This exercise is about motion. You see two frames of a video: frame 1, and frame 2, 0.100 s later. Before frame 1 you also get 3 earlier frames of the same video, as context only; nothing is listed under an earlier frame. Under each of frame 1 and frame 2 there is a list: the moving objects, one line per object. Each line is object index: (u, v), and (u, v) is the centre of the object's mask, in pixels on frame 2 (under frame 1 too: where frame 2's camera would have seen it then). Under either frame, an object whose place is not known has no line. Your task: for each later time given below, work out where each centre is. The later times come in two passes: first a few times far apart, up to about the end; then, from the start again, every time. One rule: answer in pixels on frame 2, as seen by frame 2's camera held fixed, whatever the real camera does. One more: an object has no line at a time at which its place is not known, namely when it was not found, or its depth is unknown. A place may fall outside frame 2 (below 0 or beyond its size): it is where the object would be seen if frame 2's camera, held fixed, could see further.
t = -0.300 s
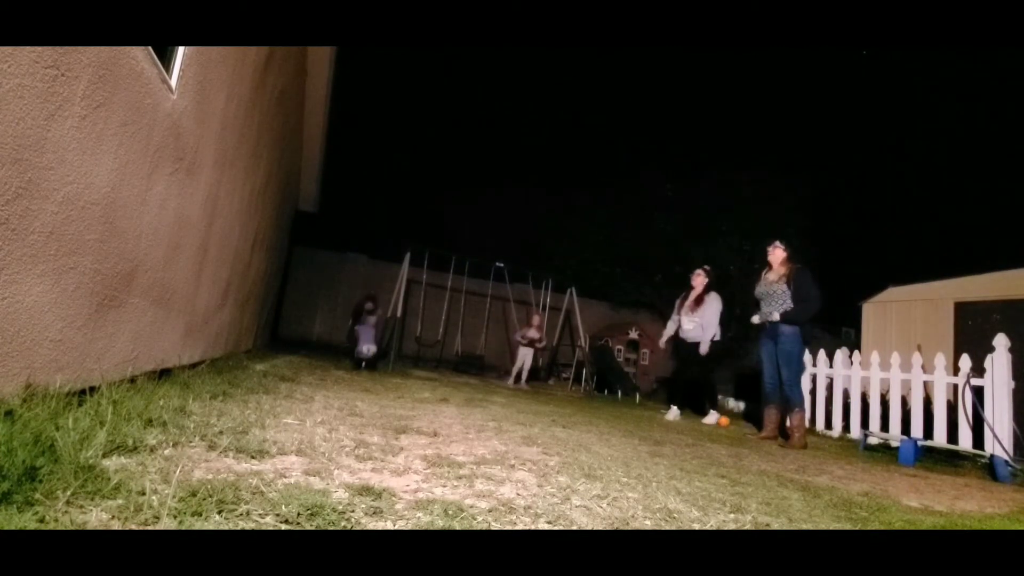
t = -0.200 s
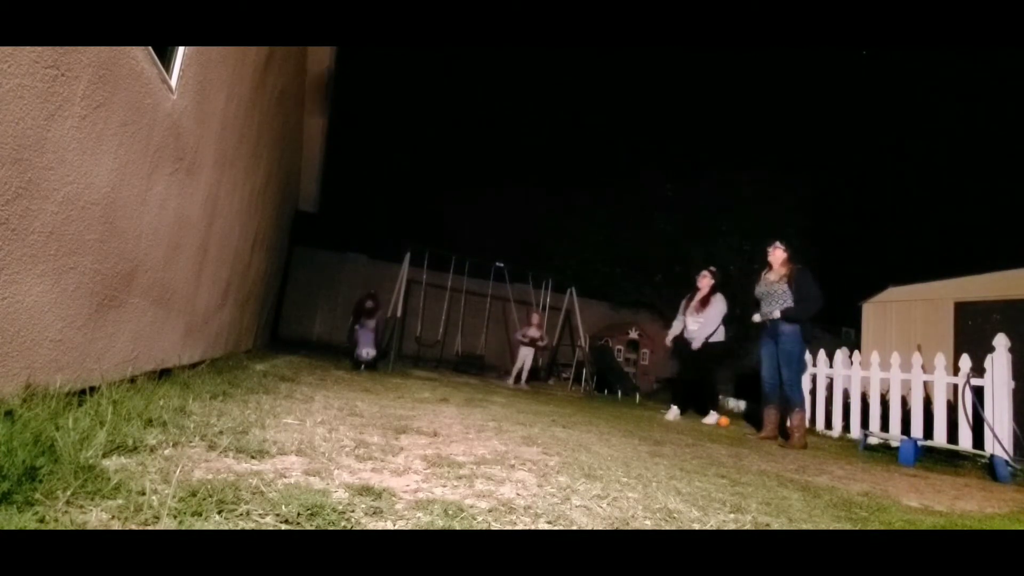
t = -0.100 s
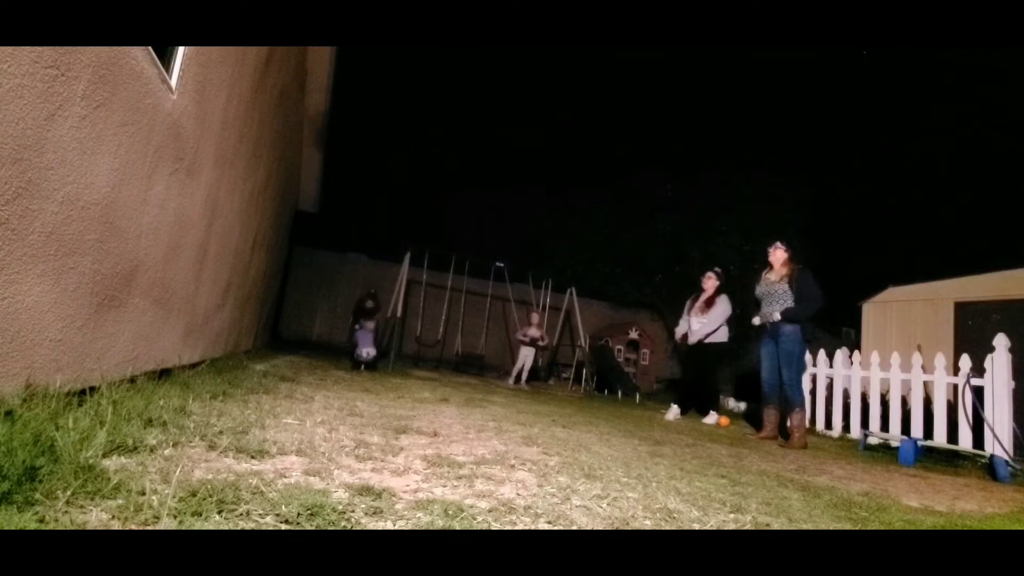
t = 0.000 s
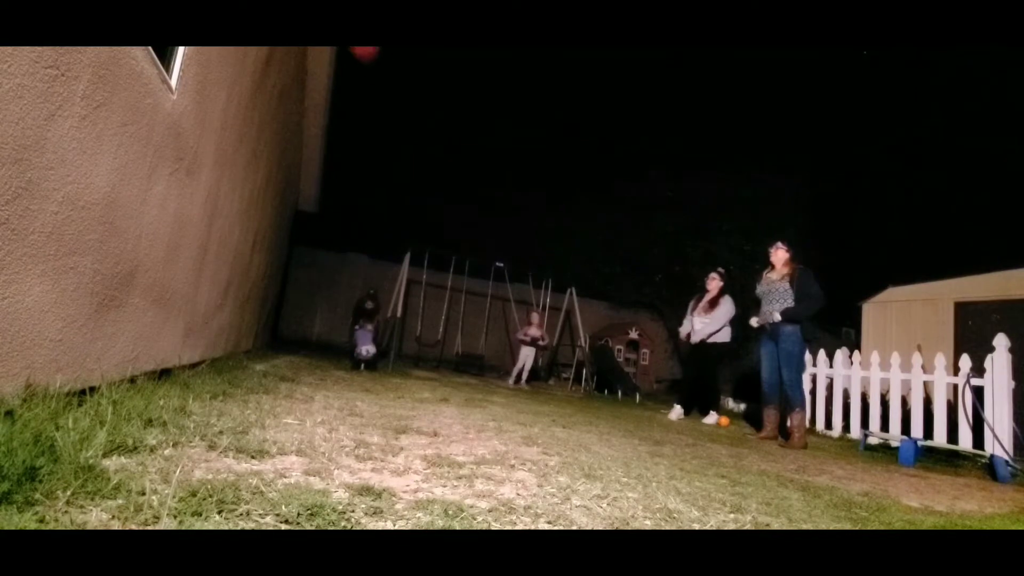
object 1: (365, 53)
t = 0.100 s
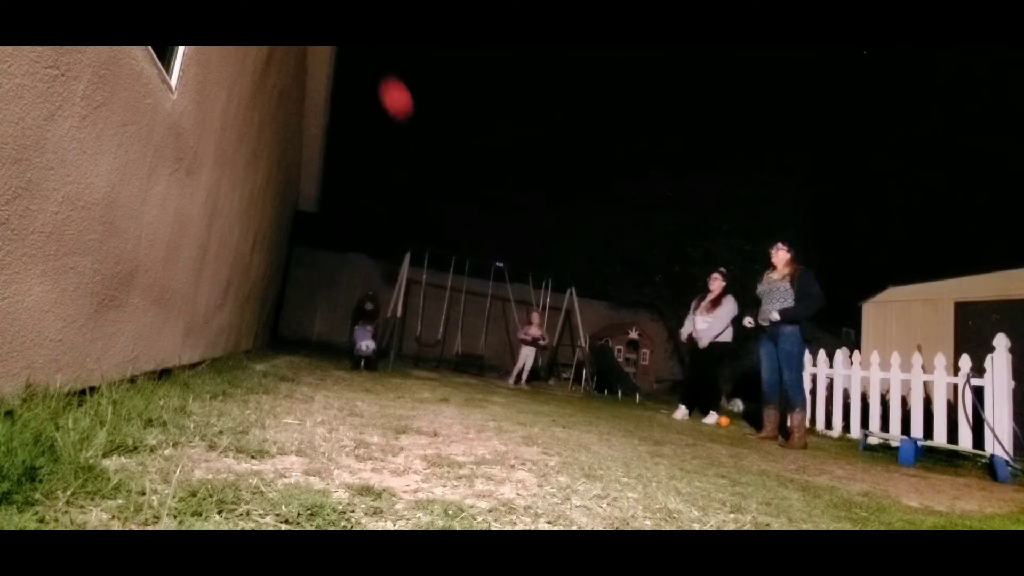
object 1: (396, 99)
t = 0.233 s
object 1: (437, 192)
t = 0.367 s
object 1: (472, 307)
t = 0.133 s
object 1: (407, 120)
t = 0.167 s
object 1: (417, 143)
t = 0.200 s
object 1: (427, 167)
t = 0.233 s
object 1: (437, 192)
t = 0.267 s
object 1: (446, 218)
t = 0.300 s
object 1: (455, 246)
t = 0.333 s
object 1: (464, 276)
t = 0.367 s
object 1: (472, 307)
